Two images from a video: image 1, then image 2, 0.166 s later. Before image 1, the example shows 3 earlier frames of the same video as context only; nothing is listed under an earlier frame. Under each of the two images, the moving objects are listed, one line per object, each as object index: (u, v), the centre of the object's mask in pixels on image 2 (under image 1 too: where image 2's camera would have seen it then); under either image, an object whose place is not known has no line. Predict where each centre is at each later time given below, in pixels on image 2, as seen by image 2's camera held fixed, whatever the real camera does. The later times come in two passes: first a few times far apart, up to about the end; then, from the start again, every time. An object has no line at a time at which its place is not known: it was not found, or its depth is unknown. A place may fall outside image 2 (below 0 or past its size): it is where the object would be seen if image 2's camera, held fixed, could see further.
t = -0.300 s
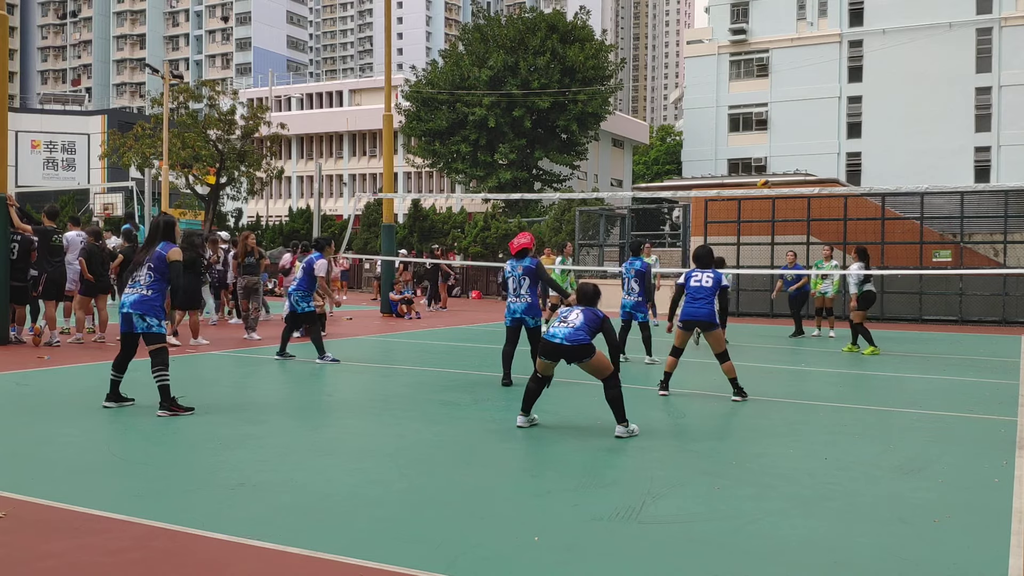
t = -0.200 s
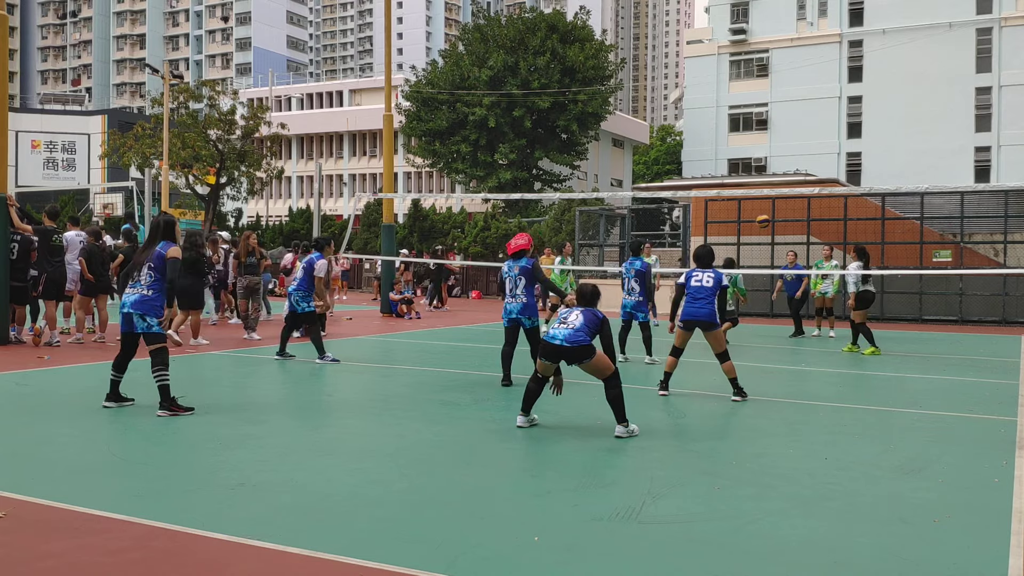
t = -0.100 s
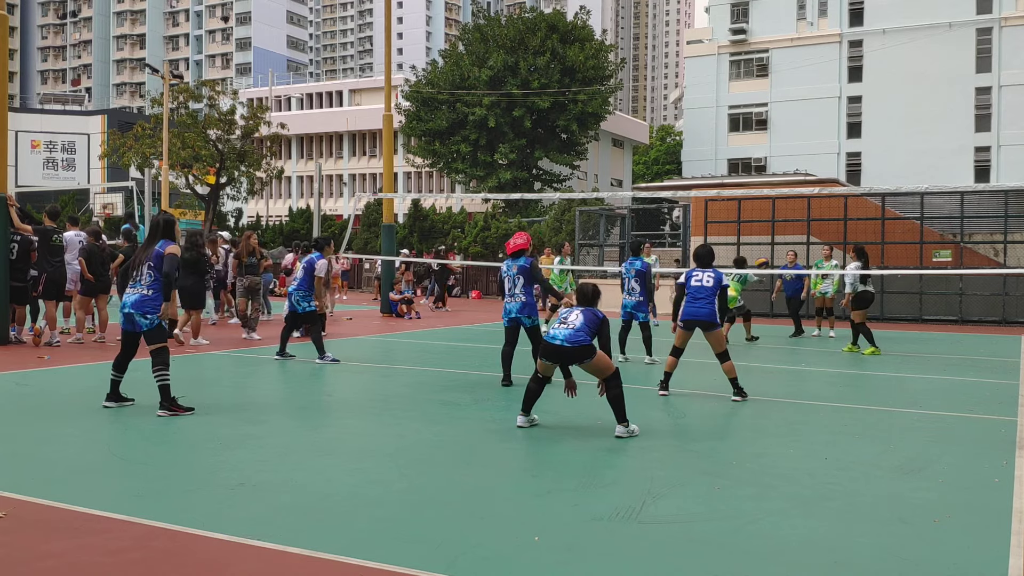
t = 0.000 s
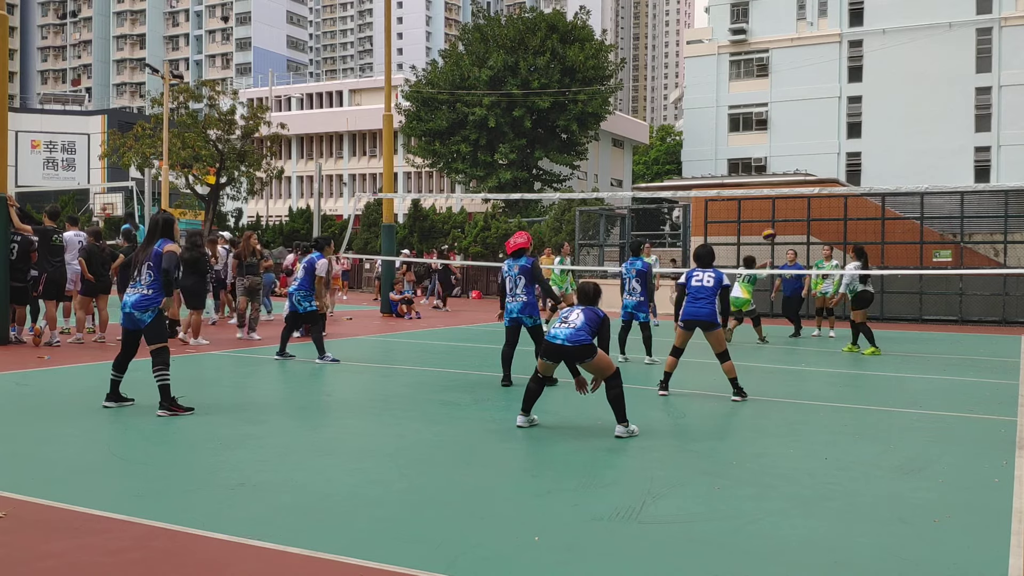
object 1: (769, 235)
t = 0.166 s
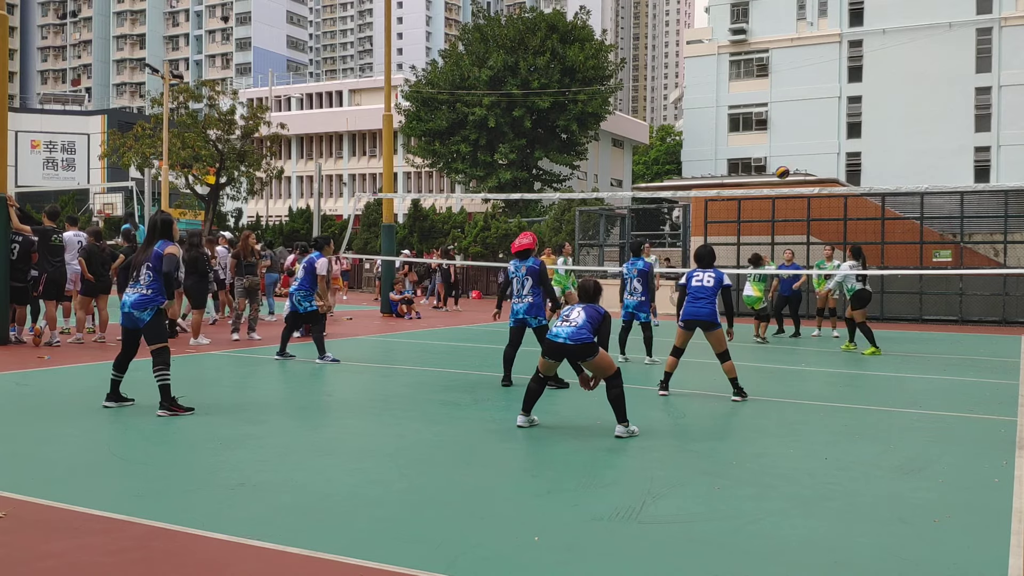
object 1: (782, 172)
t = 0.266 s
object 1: (790, 143)
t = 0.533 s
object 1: (812, 93)
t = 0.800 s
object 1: (832, 87)
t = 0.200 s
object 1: (785, 162)
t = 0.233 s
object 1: (788, 152)
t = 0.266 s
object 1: (790, 143)
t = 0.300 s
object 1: (793, 134)
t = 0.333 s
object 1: (796, 126)
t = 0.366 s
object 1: (798, 119)
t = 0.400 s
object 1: (801, 112)
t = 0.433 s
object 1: (804, 107)
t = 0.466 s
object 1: (806, 101)
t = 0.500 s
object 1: (809, 96)
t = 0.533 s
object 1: (812, 93)
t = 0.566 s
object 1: (814, 89)
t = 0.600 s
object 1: (817, 87)
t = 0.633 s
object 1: (819, 85)
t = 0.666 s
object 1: (822, 84)
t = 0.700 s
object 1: (824, 84)
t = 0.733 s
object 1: (827, 84)
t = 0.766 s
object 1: (829, 85)
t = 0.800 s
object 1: (832, 87)
